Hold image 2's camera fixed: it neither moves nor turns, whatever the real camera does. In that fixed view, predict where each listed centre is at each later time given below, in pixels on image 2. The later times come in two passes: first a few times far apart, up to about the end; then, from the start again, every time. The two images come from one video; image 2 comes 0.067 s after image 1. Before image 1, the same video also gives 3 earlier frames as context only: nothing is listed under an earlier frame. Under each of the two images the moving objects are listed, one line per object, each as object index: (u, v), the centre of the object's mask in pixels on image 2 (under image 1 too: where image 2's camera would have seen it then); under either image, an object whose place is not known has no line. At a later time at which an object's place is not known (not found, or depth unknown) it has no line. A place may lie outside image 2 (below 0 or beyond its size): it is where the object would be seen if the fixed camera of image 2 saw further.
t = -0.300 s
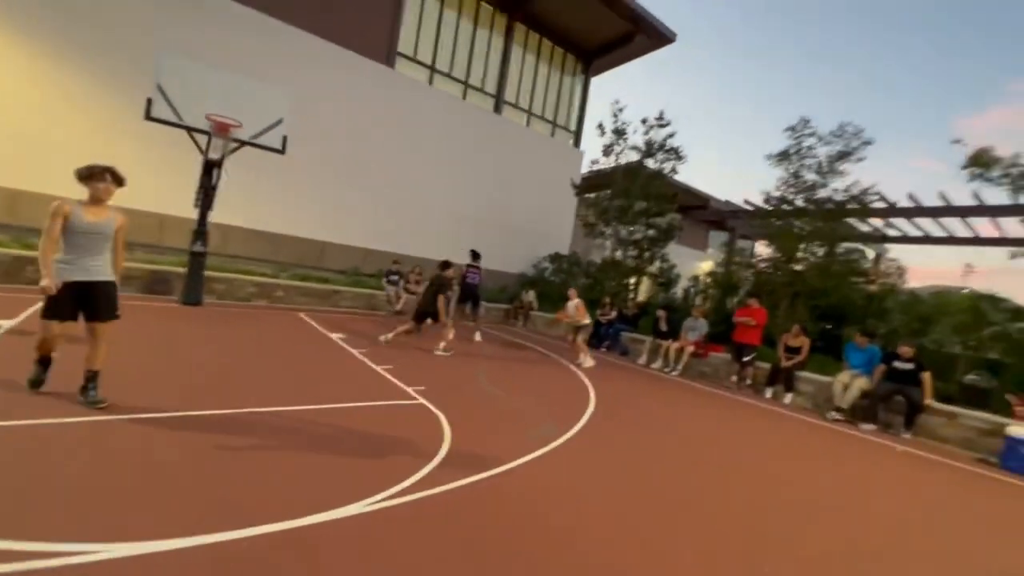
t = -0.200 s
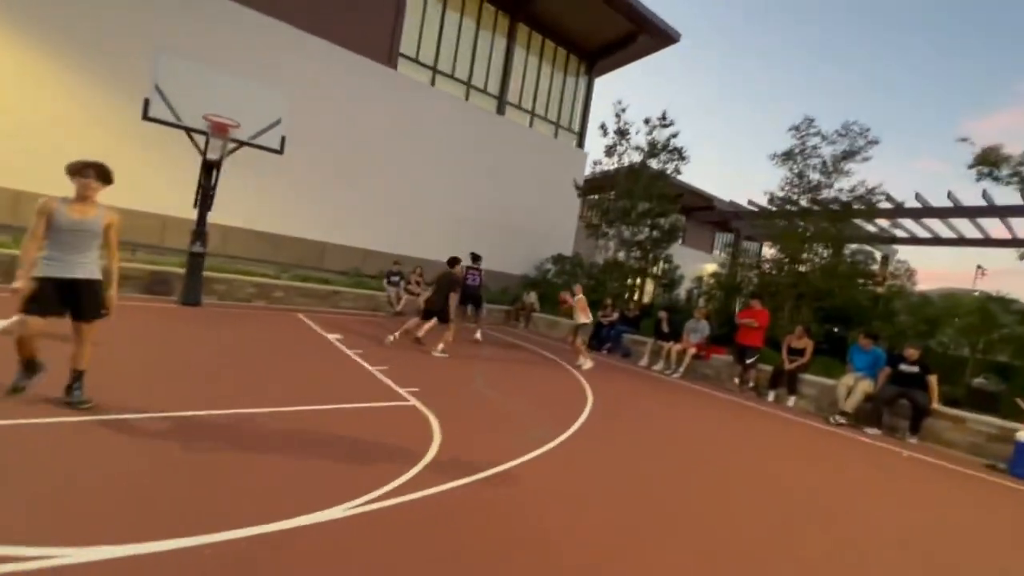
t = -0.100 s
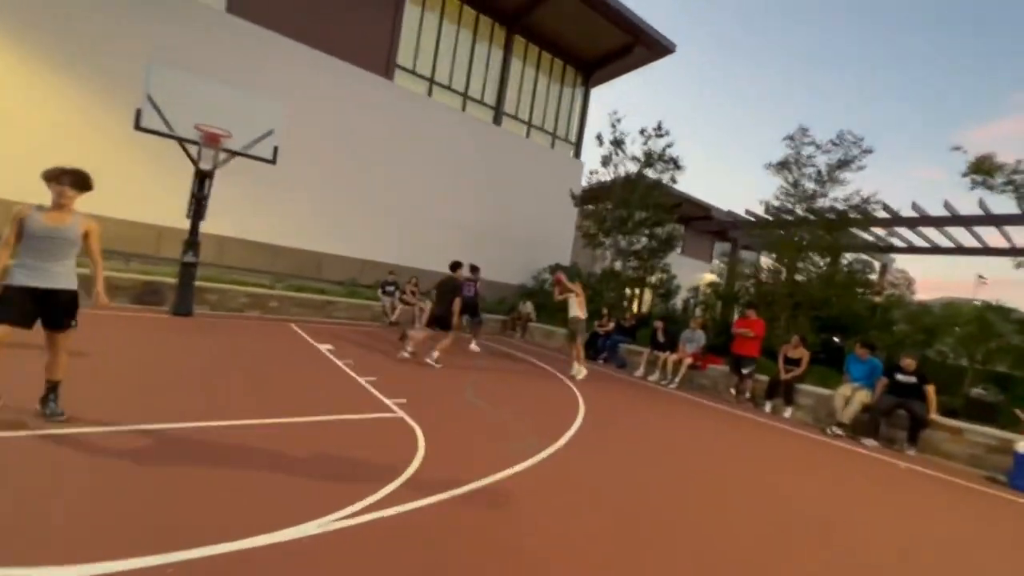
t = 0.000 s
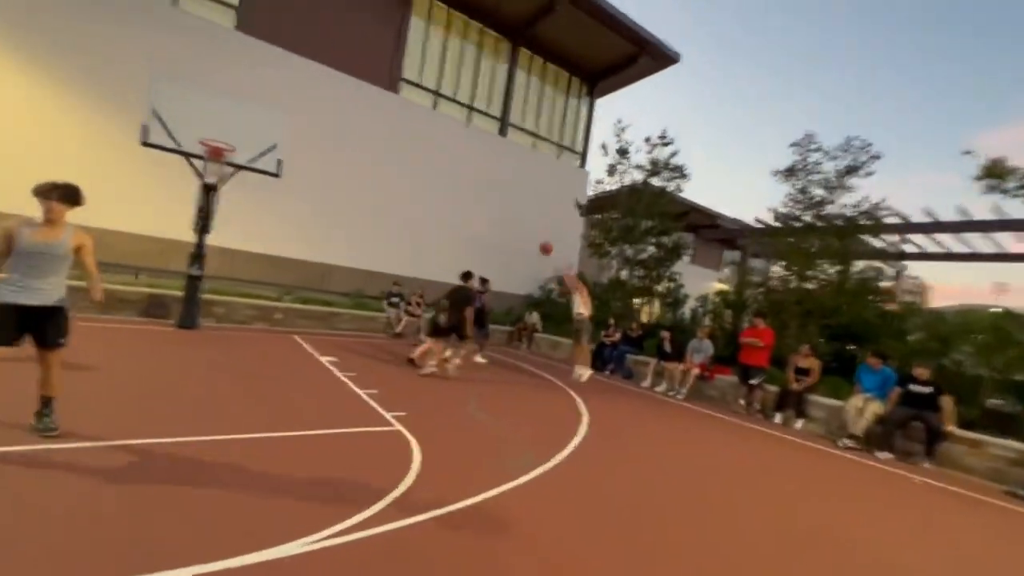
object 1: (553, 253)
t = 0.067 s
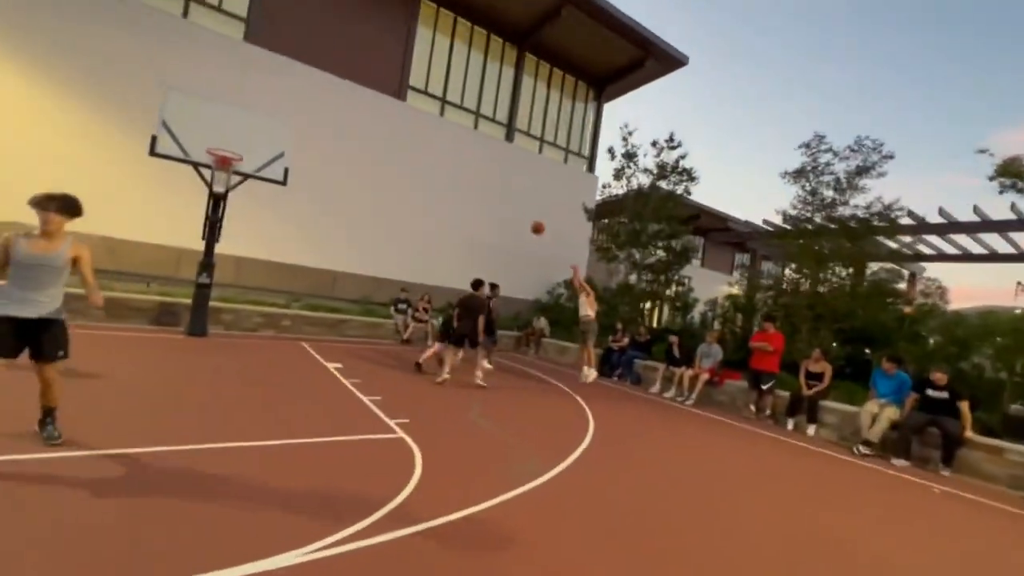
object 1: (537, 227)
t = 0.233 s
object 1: (497, 174)
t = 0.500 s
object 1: (426, 120)
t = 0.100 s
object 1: (530, 215)
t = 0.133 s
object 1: (522, 204)
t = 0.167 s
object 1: (513, 193)
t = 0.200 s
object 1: (505, 182)
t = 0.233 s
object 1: (497, 174)
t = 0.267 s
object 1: (488, 164)
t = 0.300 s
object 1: (479, 156)
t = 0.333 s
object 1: (471, 148)
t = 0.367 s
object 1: (461, 141)
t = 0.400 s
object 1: (453, 135)
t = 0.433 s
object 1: (444, 129)
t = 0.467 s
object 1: (435, 124)
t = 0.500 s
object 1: (426, 120)
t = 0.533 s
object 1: (417, 116)
